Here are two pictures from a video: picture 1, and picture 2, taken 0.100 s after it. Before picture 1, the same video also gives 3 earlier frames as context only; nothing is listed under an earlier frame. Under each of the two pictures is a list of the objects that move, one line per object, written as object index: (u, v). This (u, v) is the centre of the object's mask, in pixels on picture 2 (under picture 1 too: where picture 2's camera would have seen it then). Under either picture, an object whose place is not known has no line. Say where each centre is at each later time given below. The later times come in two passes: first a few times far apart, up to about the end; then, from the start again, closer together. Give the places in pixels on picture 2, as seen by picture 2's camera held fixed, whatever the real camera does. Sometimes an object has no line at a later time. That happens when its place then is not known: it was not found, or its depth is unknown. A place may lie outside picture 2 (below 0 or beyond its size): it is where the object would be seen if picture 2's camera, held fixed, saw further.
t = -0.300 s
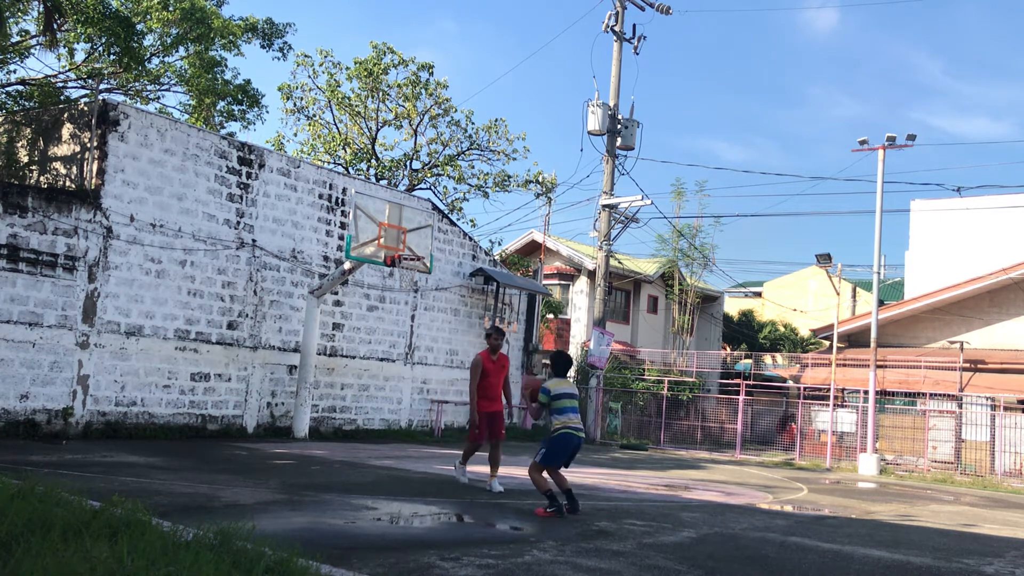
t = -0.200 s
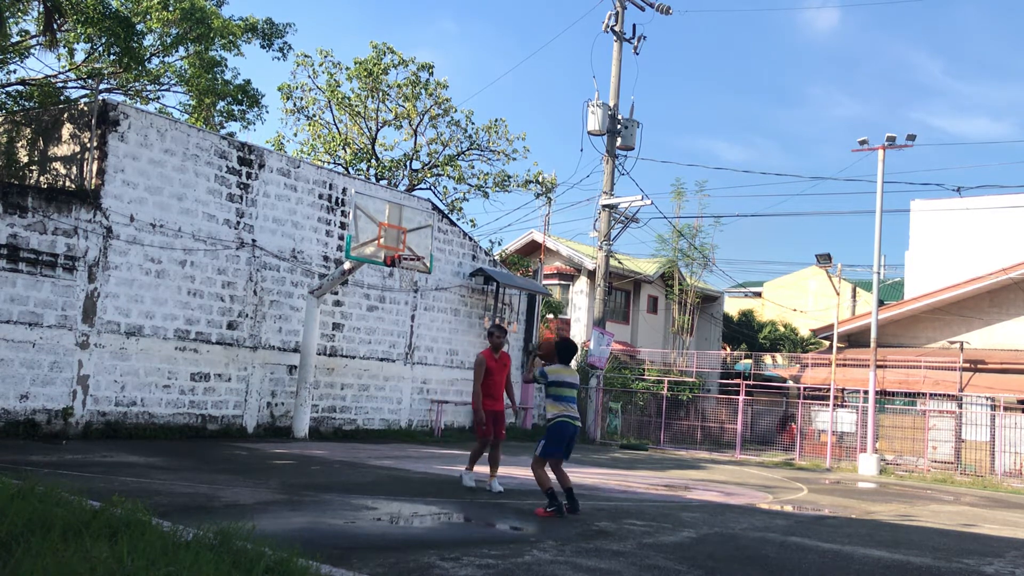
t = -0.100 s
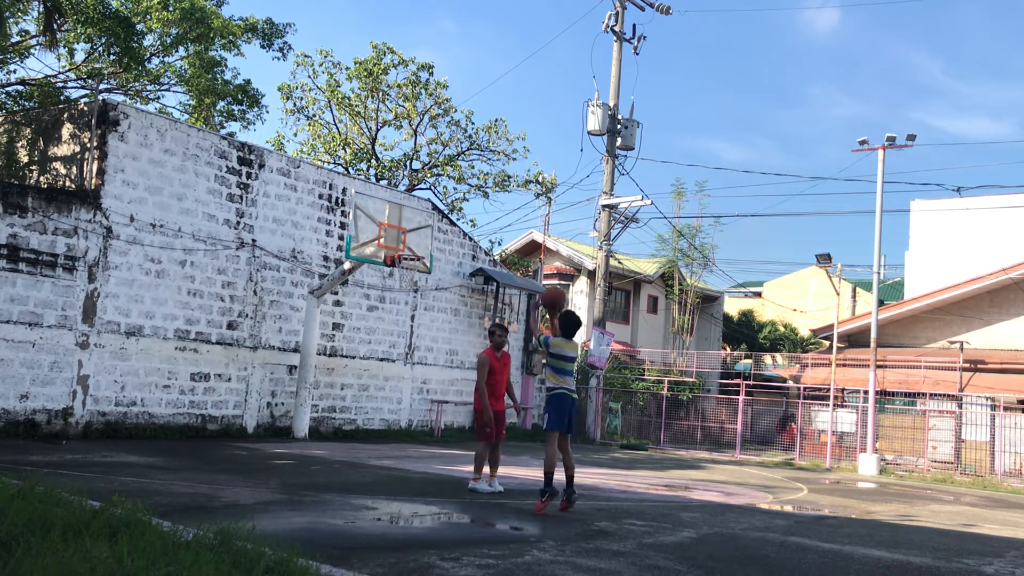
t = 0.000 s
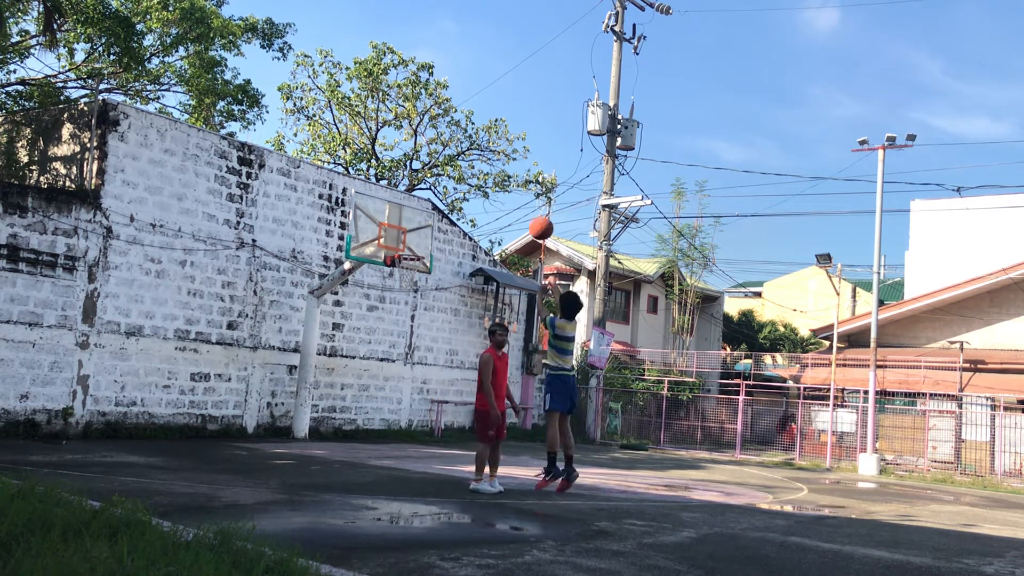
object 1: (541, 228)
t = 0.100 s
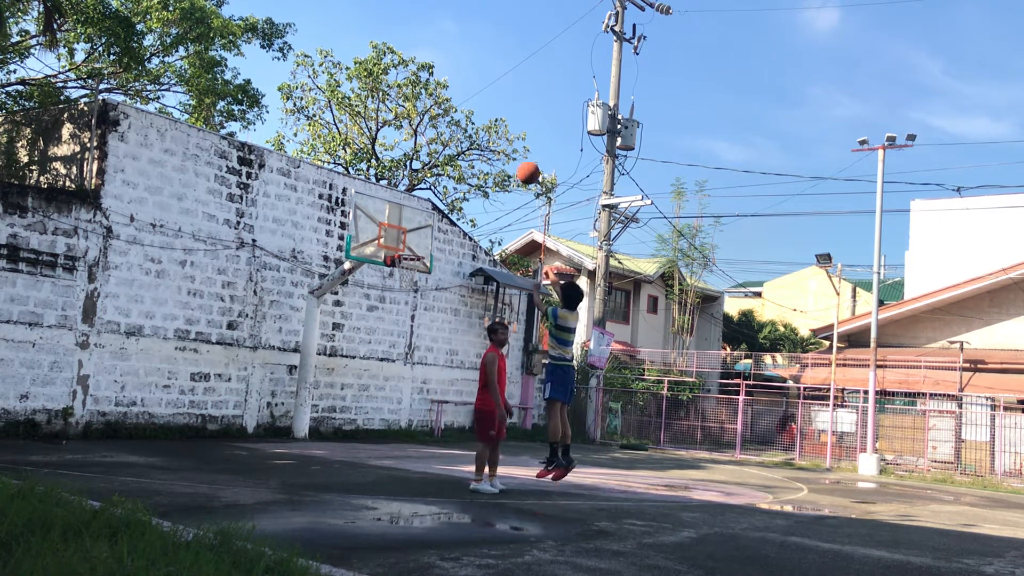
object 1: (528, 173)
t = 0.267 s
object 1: (507, 110)
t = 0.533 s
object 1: (476, 72)
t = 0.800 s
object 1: (446, 91)
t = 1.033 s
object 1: (421, 142)
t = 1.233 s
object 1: (401, 209)
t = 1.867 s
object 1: (441, 240)
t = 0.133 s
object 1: (524, 157)
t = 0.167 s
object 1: (520, 144)
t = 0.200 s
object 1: (515, 131)
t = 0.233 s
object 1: (512, 120)
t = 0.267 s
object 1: (507, 110)
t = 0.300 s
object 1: (504, 102)
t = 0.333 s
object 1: (499, 94)
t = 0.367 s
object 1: (496, 88)
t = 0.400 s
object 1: (491, 83)
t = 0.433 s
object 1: (488, 78)
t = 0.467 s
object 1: (484, 75)
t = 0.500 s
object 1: (480, 73)
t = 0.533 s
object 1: (476, 72)
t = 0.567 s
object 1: (472, 71)
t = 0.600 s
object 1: (468, 72)
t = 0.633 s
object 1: (465, 73)
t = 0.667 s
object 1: (461, 75)
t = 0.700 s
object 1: (457, 78)
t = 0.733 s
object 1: (453, 81)
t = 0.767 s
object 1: (450, 86)
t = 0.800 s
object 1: (446, 91)
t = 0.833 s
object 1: (443, 96)
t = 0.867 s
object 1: (439, 102)
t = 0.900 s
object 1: (435, 109)
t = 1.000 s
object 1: (425, 133)
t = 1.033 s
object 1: (421, 142)
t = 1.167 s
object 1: (407, 184)
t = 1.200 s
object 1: (405, 197)
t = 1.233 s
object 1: (401, 209)
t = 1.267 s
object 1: (398, 221)
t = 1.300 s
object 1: (394, 235)
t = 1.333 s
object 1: (391, 248)
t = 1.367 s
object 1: (390, 246)
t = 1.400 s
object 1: (393, 241)
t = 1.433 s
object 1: (396, 236)
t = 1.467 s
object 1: (400, 232)
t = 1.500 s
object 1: (404, 229)
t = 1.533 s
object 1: (407, 227)
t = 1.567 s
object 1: (411, 225)
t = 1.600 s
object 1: (414, 224)
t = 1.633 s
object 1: (418, 223)
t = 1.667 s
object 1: (421, 223)
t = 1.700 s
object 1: (425, 224)
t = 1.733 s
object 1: (428, 226)
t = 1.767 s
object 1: (431, 228)
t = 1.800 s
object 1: (435, 231)
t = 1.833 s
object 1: (438, 235)
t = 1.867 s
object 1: (441, 240)
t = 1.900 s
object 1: (445, 246)
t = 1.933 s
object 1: (448, 252)
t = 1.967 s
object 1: (452, 259)
